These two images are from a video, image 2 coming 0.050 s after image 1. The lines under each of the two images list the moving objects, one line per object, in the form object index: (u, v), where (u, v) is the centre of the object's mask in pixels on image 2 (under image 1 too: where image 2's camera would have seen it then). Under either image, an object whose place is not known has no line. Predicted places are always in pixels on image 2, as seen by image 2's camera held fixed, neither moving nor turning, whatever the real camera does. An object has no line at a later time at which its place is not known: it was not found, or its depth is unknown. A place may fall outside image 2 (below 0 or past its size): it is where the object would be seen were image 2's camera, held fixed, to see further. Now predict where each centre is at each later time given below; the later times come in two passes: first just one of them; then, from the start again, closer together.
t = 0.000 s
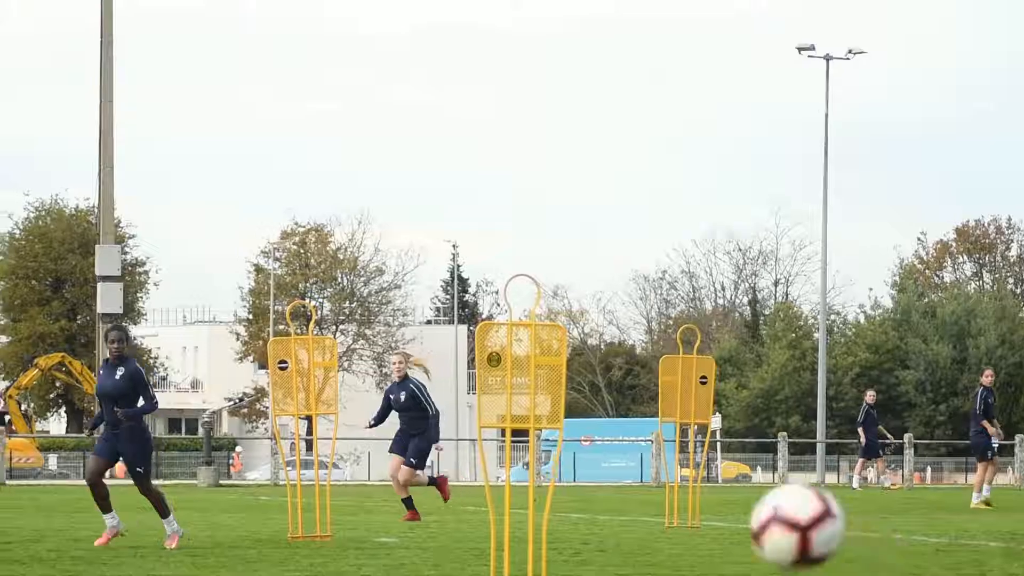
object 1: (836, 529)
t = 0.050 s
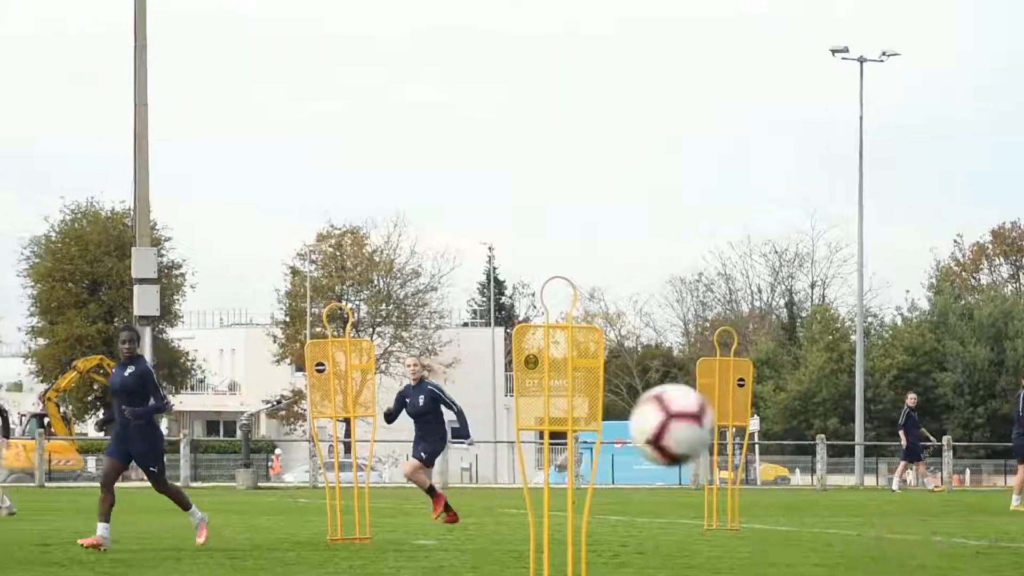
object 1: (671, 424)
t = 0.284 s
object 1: (158, 147)
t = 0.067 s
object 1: (623, 394)
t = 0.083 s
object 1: (577, 367)
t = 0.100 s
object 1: (532, 341)
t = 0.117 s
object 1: (491, 317)
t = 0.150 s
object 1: (413, 273)
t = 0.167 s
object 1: (375, 255)
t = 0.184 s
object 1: (343, 238)
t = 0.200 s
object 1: (312, 221)
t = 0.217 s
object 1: (277, 203)
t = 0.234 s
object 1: (245, 189)
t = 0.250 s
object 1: (217, 177)
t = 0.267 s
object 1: (188, 160)
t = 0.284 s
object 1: (158, 147)
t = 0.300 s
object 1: (132, 135)
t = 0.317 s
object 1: (108, 124)
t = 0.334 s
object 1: (93, 120)
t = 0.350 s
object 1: (58, 107)
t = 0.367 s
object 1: (32, 96)
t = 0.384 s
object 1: (13, 89)
